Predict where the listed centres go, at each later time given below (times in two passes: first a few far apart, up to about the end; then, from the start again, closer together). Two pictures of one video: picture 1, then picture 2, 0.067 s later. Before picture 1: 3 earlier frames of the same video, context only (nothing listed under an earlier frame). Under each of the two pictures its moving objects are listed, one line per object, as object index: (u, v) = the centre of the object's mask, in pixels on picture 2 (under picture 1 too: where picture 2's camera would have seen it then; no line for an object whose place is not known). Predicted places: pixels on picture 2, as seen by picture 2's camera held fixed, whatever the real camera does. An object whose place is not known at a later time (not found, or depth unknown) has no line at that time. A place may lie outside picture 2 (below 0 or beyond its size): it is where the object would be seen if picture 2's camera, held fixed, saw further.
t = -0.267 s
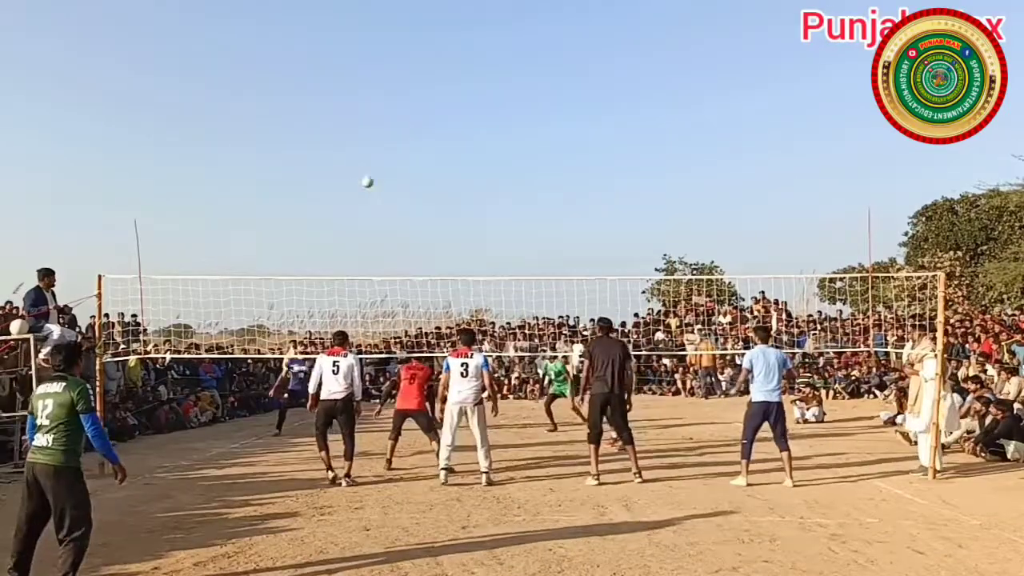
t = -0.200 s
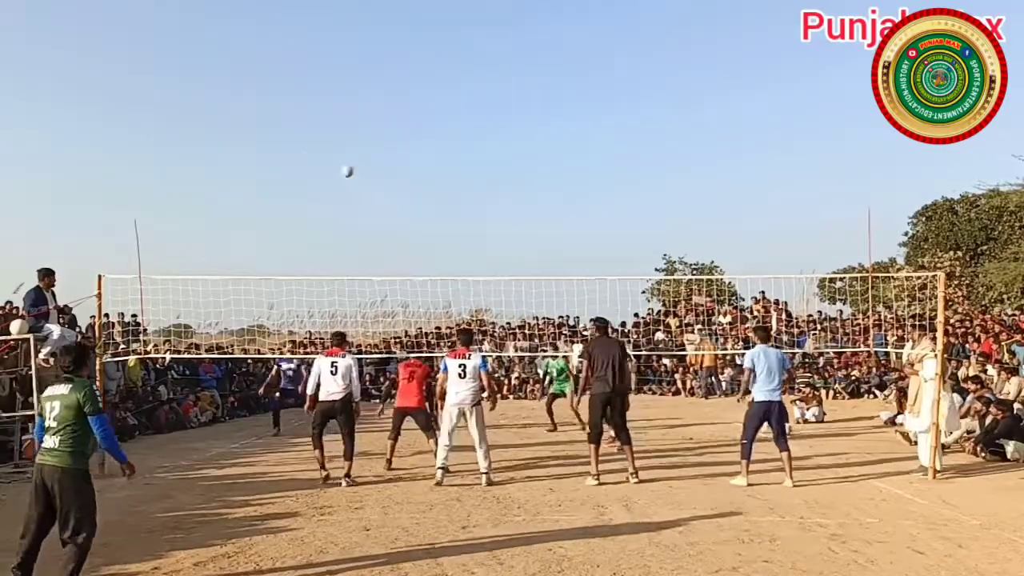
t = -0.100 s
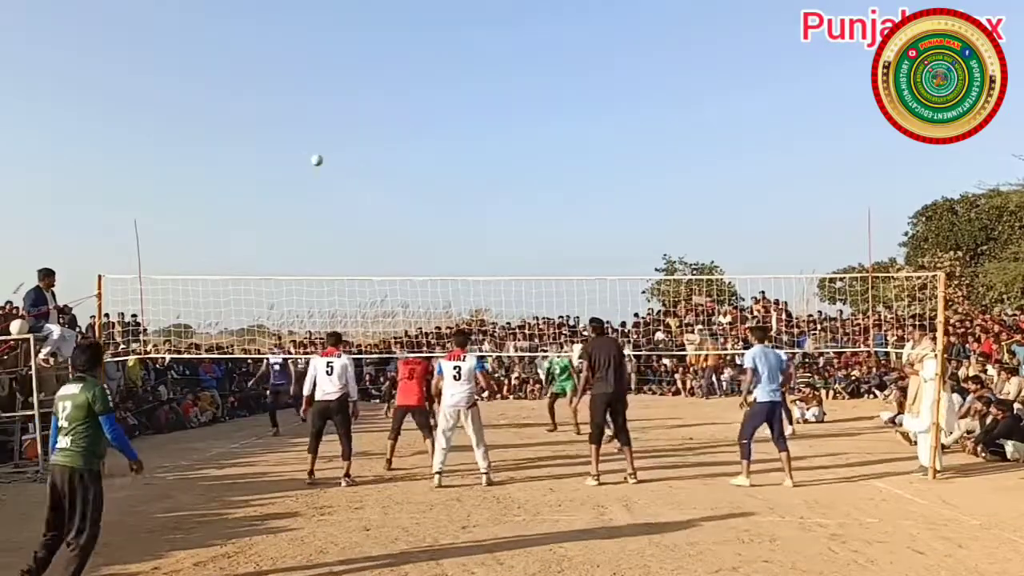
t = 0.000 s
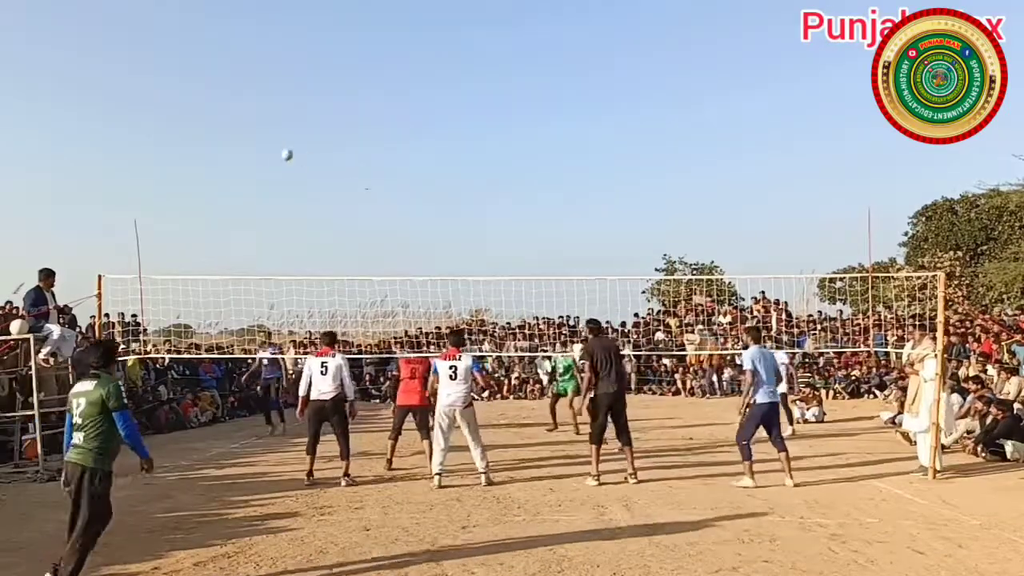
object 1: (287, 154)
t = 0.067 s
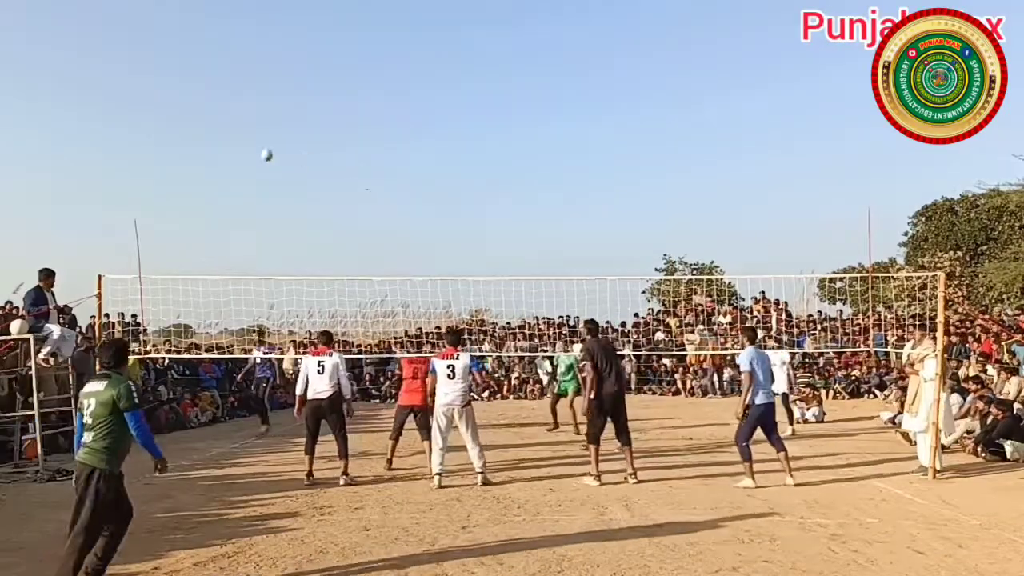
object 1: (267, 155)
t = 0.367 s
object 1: (178, 185)
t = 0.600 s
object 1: (110, 246)
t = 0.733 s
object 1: (73, 296)
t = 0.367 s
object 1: (178, 185)
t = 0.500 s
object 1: (139, 216)
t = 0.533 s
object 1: (130, 225)
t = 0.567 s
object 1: (120, 235)
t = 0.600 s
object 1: (110, 246)
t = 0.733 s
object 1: (73, 296)
